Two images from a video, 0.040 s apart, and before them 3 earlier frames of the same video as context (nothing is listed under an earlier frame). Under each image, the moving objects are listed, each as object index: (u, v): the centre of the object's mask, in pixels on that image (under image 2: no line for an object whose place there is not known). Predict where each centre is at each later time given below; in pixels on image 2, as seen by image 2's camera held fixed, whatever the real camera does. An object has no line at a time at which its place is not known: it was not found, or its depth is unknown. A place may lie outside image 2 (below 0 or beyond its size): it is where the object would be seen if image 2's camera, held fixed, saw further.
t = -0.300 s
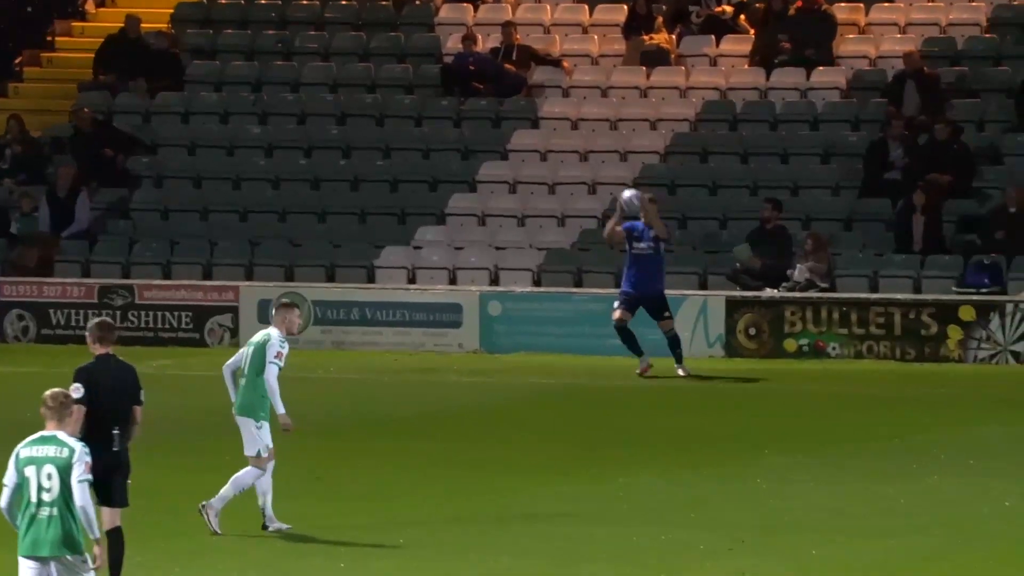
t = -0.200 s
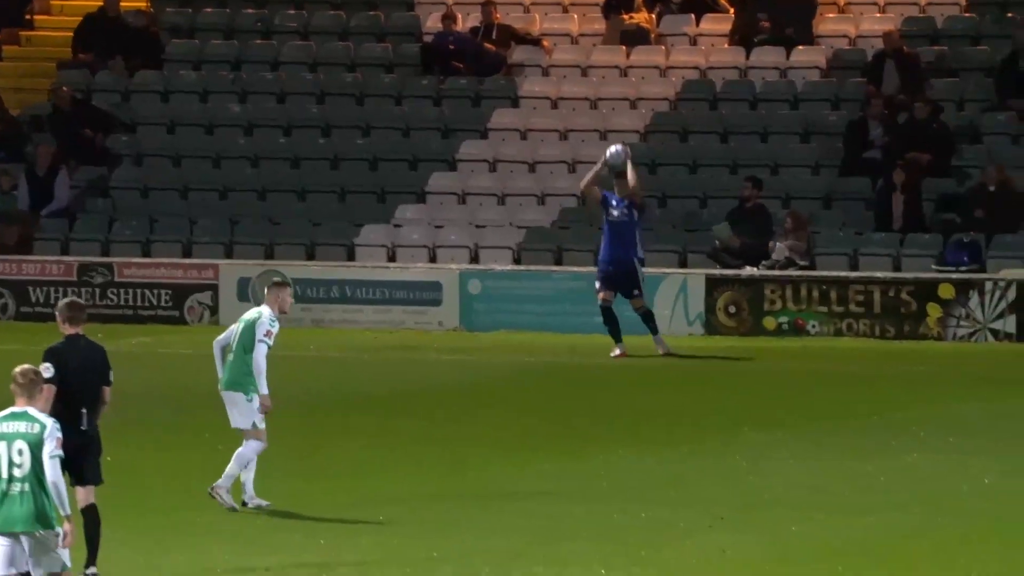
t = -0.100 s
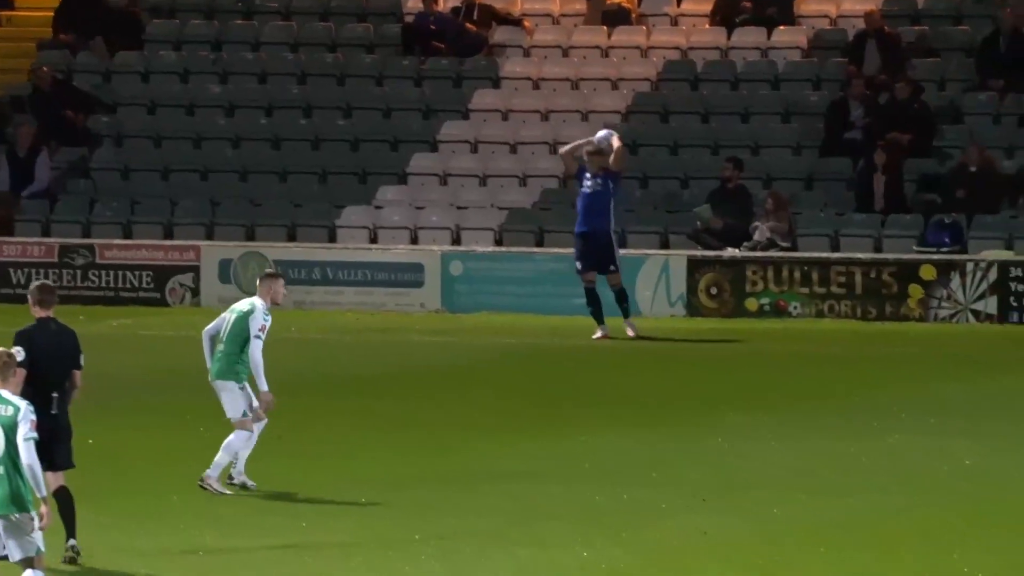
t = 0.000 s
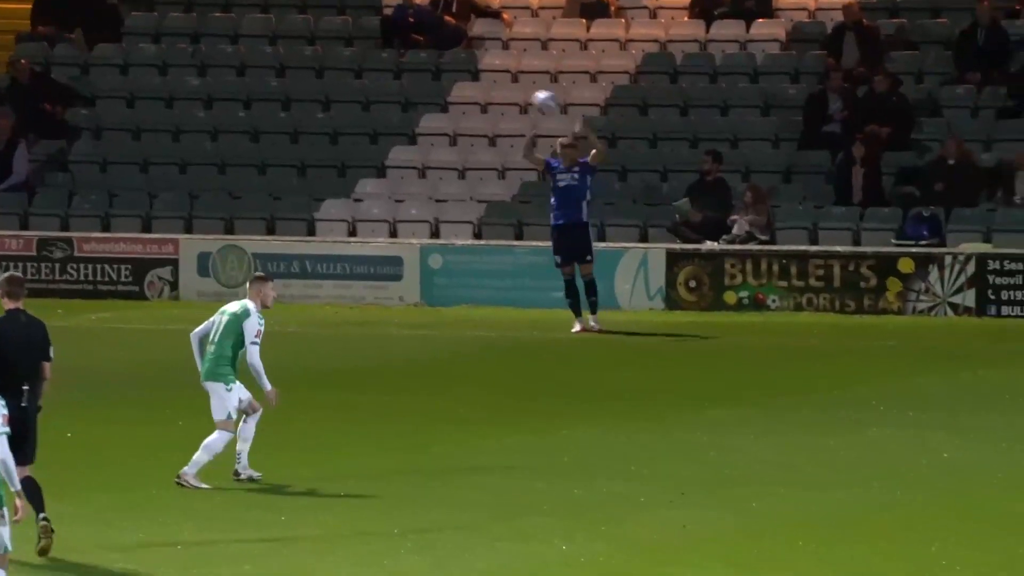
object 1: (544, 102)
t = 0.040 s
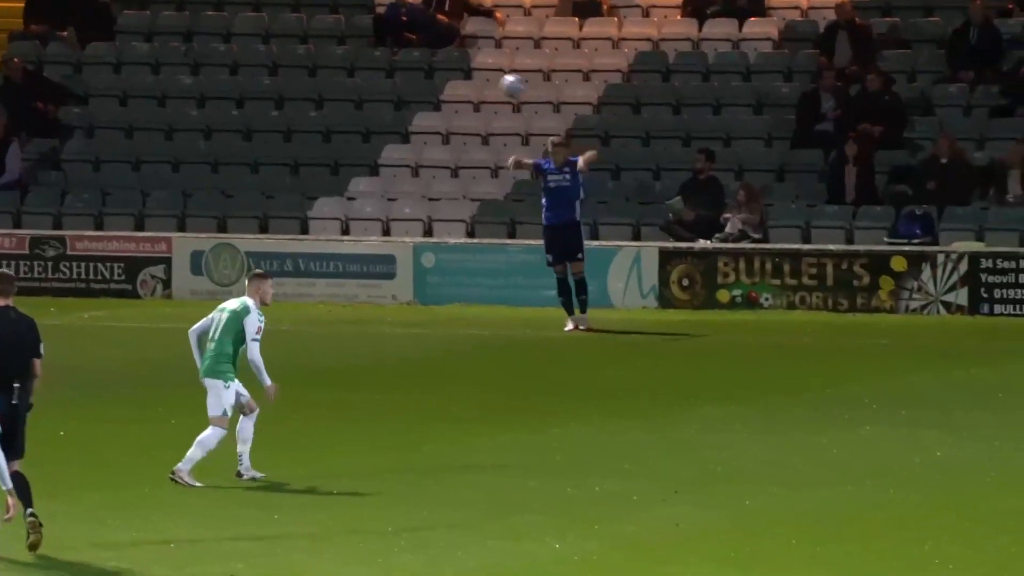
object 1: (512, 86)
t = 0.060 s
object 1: (500, 78)
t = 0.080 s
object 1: (488, 73)
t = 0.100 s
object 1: (473, 66)
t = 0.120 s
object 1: (461, 61)
